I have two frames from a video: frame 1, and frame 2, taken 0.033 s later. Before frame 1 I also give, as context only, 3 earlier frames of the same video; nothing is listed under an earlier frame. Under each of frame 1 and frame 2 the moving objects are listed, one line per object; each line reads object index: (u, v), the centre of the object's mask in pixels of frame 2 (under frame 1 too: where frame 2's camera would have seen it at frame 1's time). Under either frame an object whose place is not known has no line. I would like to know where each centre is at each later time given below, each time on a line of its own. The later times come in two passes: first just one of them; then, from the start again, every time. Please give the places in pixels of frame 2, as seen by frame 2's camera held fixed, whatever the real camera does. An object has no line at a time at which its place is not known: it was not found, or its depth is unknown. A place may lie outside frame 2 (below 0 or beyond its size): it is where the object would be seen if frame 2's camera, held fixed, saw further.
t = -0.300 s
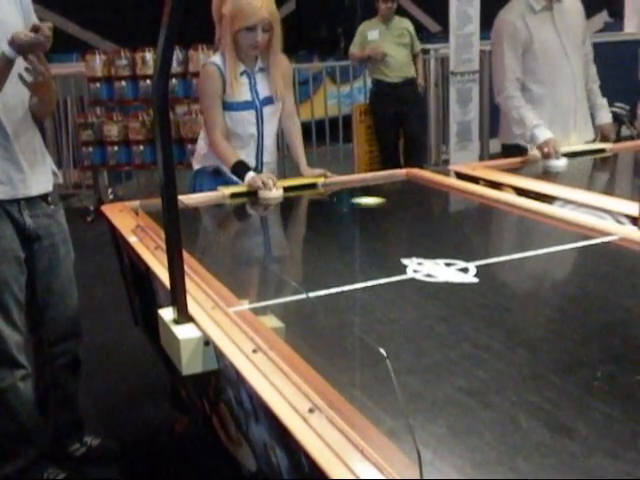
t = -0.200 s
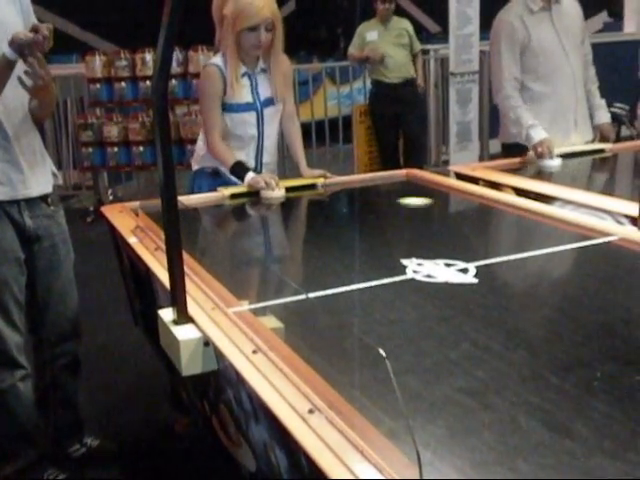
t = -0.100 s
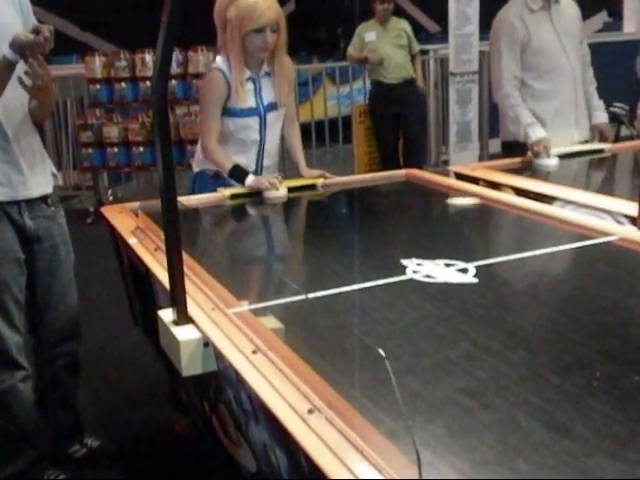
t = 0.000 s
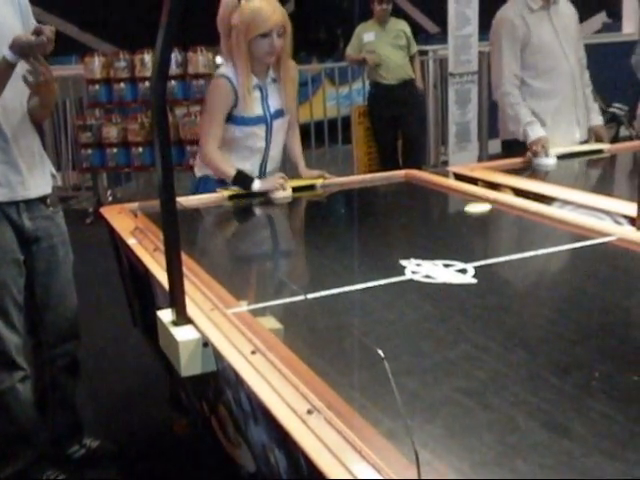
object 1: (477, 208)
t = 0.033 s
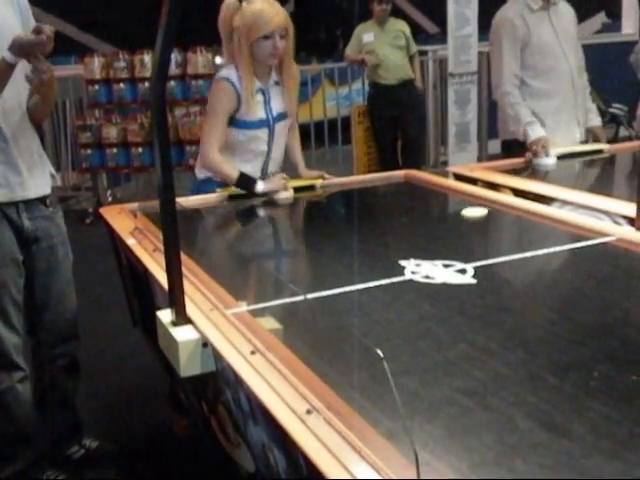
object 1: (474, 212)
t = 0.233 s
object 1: (455, 238)
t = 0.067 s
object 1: (471, 216)
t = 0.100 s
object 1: (468, 220)
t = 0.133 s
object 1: (465, 225)
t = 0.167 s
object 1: (462, 229)
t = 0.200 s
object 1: (459, 233)
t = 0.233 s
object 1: (455, 238)
